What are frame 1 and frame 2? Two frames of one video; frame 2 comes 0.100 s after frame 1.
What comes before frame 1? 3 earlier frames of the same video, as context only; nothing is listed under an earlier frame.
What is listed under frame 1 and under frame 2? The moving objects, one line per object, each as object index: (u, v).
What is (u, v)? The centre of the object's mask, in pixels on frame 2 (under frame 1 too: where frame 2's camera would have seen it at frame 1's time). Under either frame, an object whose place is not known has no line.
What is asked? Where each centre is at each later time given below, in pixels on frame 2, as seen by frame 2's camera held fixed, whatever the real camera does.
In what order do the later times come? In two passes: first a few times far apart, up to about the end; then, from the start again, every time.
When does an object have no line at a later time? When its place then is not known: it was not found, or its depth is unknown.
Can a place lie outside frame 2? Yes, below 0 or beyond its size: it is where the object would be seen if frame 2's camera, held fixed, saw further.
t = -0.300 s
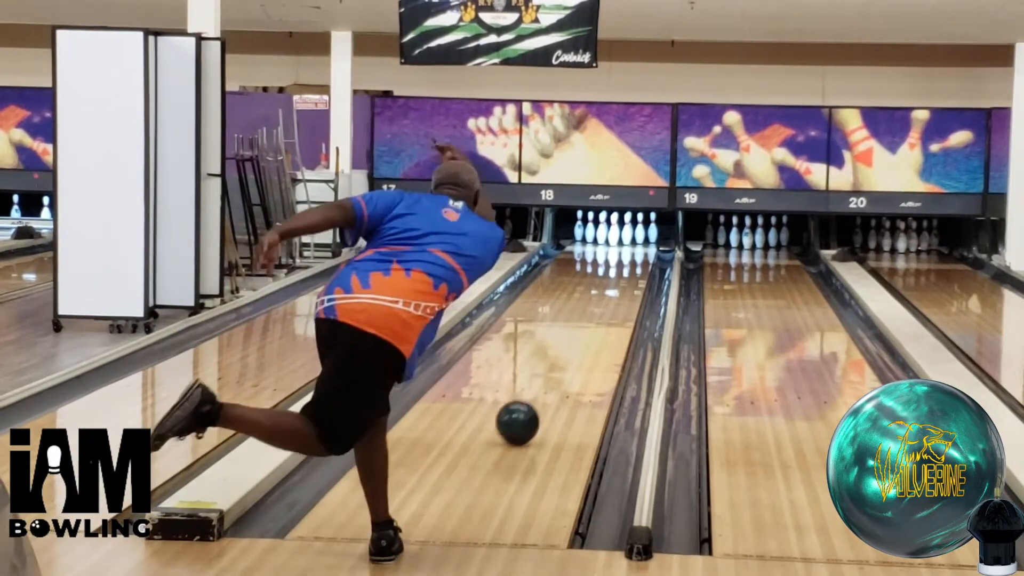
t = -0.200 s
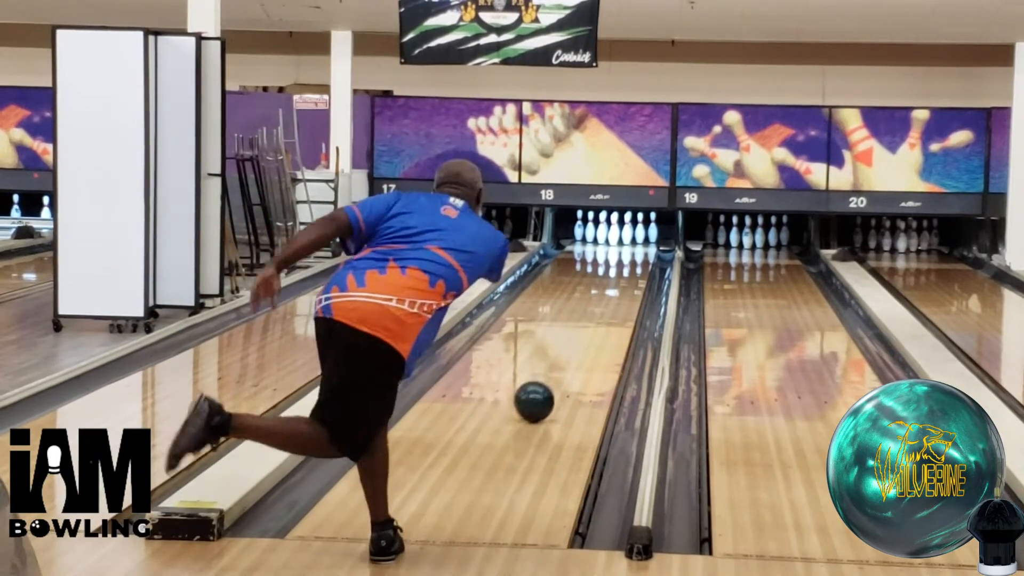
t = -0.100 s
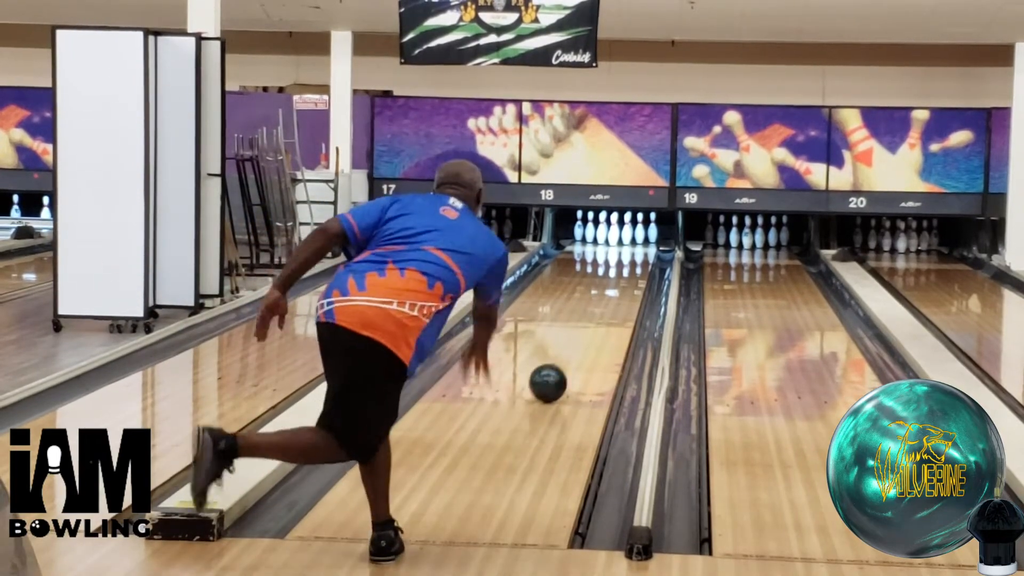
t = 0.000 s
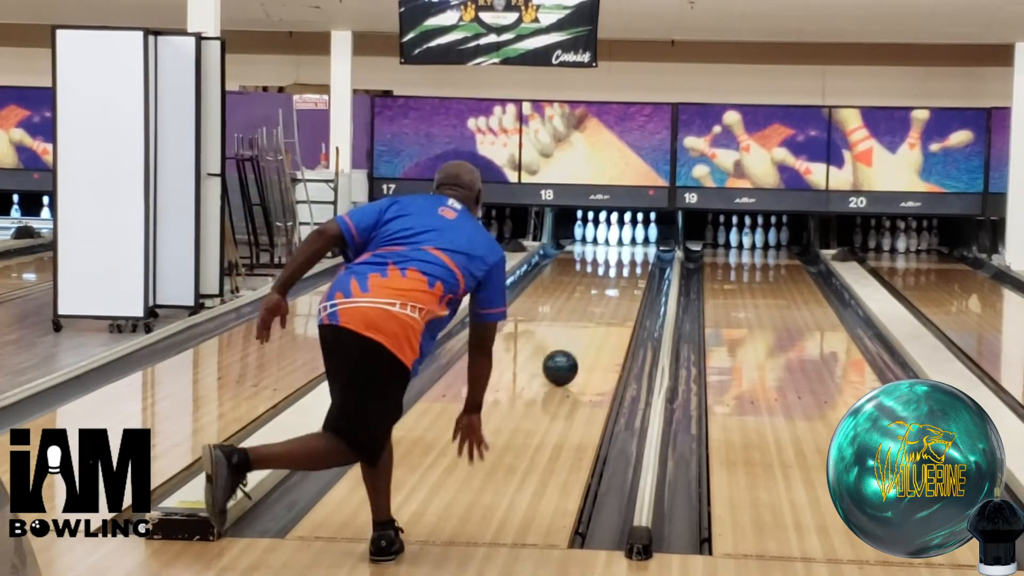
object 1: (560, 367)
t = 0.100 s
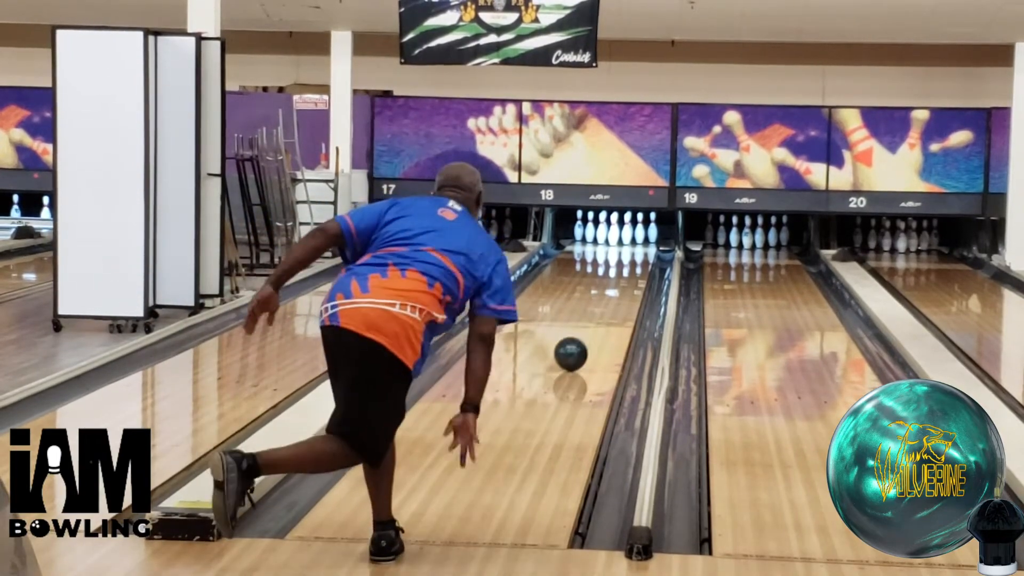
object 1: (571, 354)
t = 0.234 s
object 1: (583, 337)
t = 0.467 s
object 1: (600, 312)
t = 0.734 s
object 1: (613, 290)
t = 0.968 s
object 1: (621, 275)
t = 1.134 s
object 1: (625, 265)
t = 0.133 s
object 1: (574, 349)
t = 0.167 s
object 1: (577, 345)
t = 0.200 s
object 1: (580, 341)
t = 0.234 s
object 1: (583, 337)
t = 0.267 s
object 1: (586, 333)
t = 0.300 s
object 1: (588, 329)
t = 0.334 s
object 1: (591, 325)
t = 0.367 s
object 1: (593, 322)
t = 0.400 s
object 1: (595, 318)
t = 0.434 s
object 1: (597, 315)
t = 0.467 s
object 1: (600, 312)
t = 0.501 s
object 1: (601, 309)
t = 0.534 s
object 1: (603, 306)
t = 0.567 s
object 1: (605, 303)
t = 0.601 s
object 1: (607, 300)
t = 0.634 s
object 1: (609, 297)
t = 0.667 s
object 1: (610, 295)
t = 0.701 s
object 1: (612, 292)
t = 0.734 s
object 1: (613, 290)
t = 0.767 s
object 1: (615, 287)
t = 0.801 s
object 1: (616, 285)
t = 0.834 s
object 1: (617, 283)
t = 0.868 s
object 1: (618, 281)
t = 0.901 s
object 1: (619, 278)
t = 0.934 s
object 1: (620, 277)
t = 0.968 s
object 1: (621, 275)
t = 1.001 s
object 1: (622, 273)
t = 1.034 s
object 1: (624, 271)
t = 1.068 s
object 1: (624, 269)
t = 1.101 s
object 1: (625, 267)
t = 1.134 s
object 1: (625, 265)
